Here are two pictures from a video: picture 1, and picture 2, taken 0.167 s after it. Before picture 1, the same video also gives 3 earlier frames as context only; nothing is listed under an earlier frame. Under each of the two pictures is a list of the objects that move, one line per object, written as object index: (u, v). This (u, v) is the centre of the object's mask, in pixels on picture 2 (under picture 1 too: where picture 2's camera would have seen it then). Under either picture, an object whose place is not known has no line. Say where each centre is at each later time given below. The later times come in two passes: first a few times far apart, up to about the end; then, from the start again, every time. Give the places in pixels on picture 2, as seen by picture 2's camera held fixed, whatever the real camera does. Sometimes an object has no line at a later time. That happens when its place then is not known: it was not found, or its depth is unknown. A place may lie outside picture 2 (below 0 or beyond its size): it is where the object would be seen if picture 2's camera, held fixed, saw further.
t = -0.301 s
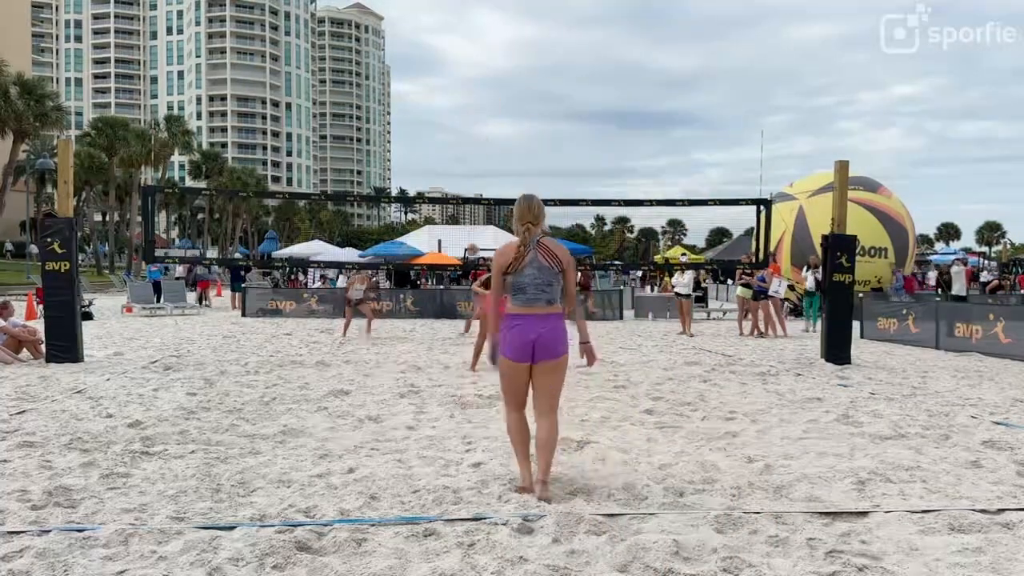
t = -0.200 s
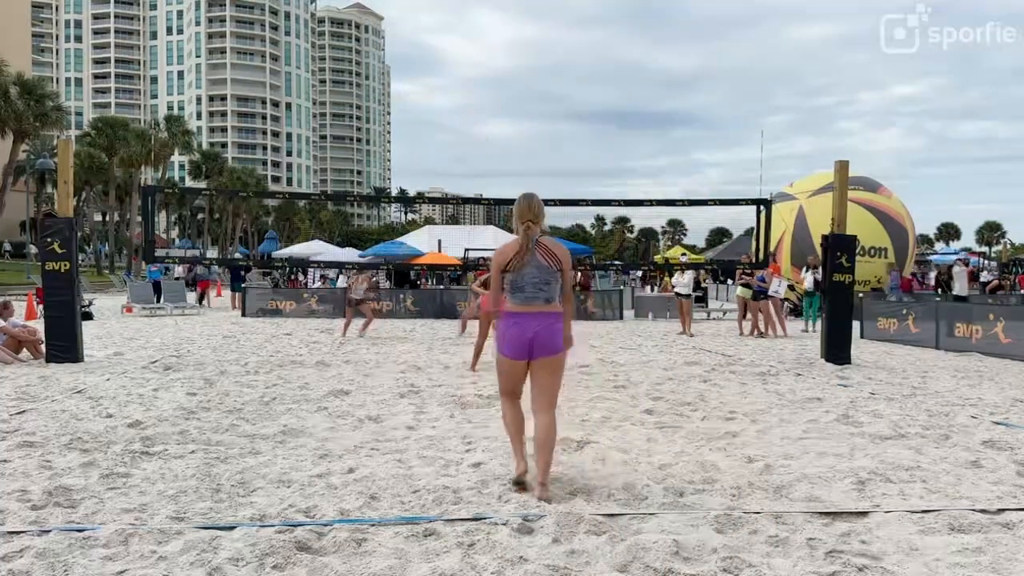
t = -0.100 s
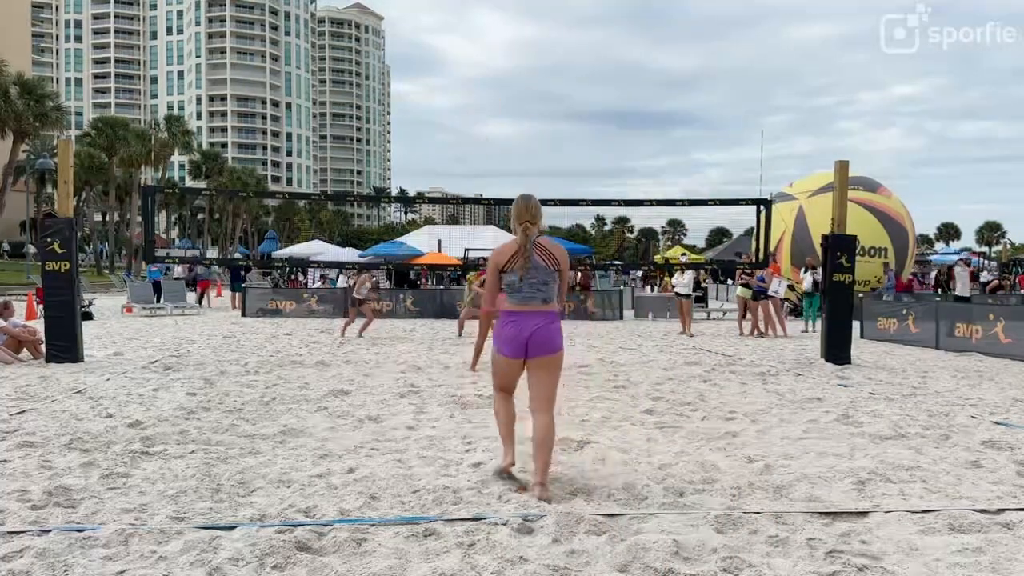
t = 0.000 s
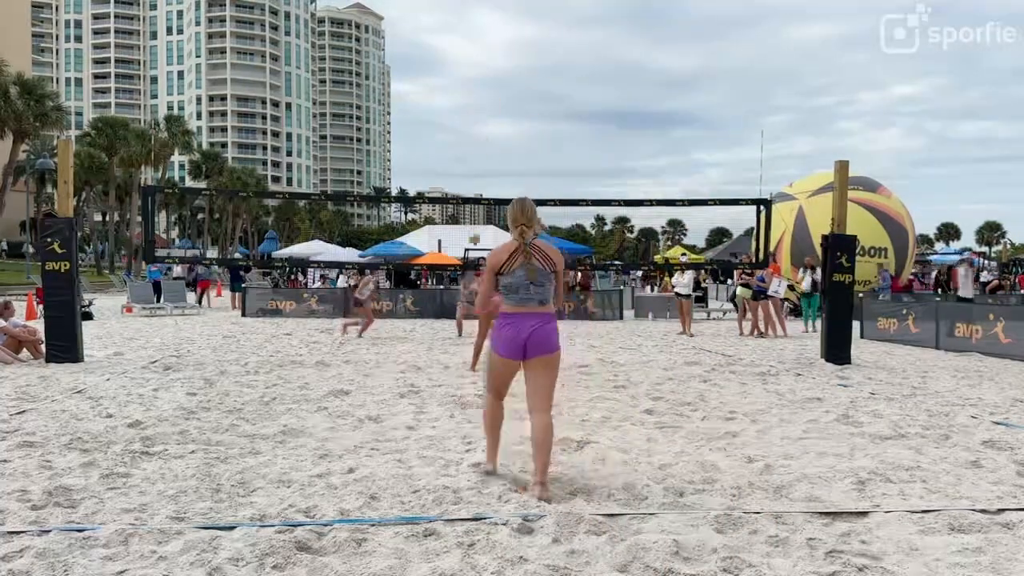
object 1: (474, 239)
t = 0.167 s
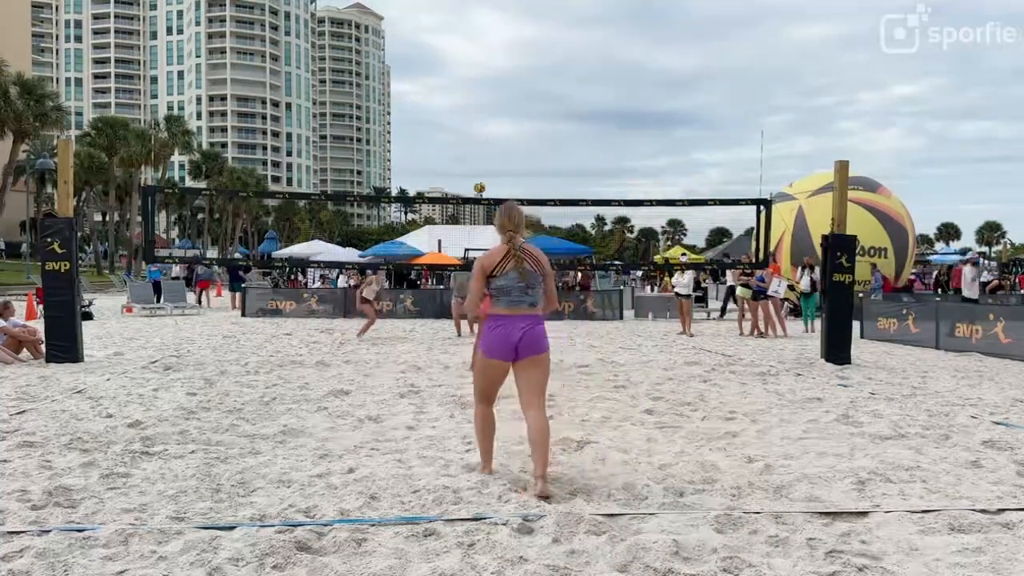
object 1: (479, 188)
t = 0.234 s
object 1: (481, 171)
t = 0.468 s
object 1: (489, 129)
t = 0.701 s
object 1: (497, 116)
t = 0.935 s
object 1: (505, 131)
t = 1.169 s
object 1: (514, 176)
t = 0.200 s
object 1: (480, 179)
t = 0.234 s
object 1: (481, 171)
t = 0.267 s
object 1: (482, 163)
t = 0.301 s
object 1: (484, 156)
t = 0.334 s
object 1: (485, 149)
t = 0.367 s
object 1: (486, 143)
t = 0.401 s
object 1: (487, 138)
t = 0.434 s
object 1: (488, 133)
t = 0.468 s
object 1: (489, 129)
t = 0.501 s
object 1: (490, 125)
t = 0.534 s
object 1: (491, 122)
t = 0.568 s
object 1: (492, 119)
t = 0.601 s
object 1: (493, 118)
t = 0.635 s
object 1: (494, 116)
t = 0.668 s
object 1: (496, 116)
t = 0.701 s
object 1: (497, 116)
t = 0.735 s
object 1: (498, 117)
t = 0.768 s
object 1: (499, 117)
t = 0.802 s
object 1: (500, 118)
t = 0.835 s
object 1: (502, 121)
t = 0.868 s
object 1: (503, 124)
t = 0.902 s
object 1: (504, 127)
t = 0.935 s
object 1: (505, 131)
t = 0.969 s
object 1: (506, 136)
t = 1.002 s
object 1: (507, 141)
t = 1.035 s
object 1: (508, 147)
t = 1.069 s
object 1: (510, 153)
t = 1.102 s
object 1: (511, 160)
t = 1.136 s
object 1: (512, 168)
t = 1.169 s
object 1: (514, 176)
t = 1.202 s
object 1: (515, 185)
